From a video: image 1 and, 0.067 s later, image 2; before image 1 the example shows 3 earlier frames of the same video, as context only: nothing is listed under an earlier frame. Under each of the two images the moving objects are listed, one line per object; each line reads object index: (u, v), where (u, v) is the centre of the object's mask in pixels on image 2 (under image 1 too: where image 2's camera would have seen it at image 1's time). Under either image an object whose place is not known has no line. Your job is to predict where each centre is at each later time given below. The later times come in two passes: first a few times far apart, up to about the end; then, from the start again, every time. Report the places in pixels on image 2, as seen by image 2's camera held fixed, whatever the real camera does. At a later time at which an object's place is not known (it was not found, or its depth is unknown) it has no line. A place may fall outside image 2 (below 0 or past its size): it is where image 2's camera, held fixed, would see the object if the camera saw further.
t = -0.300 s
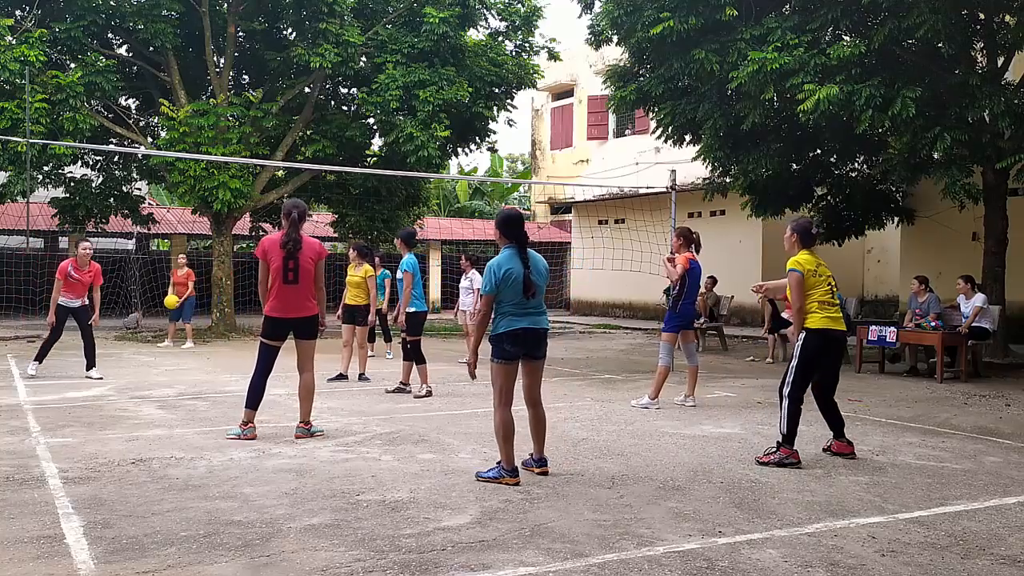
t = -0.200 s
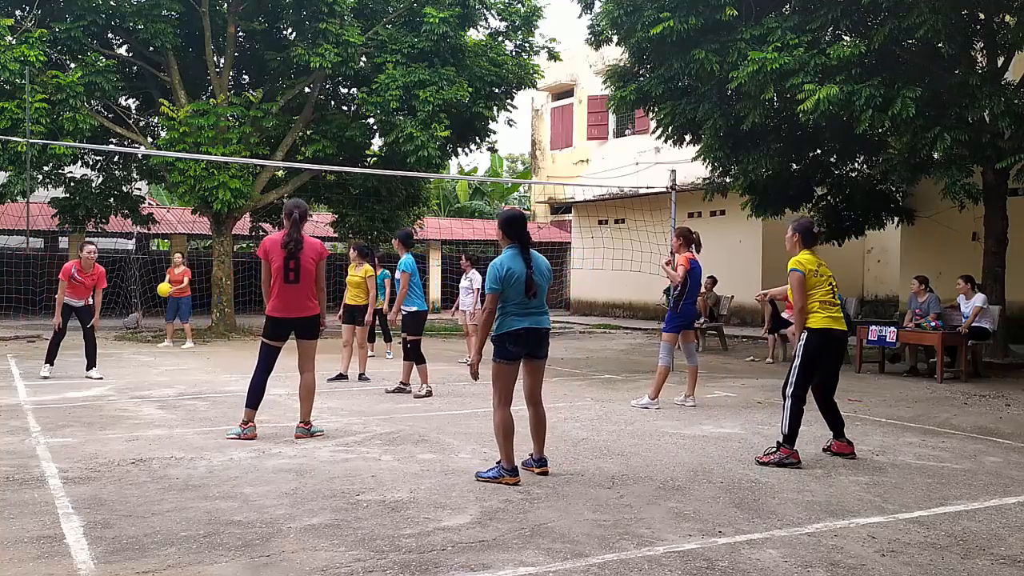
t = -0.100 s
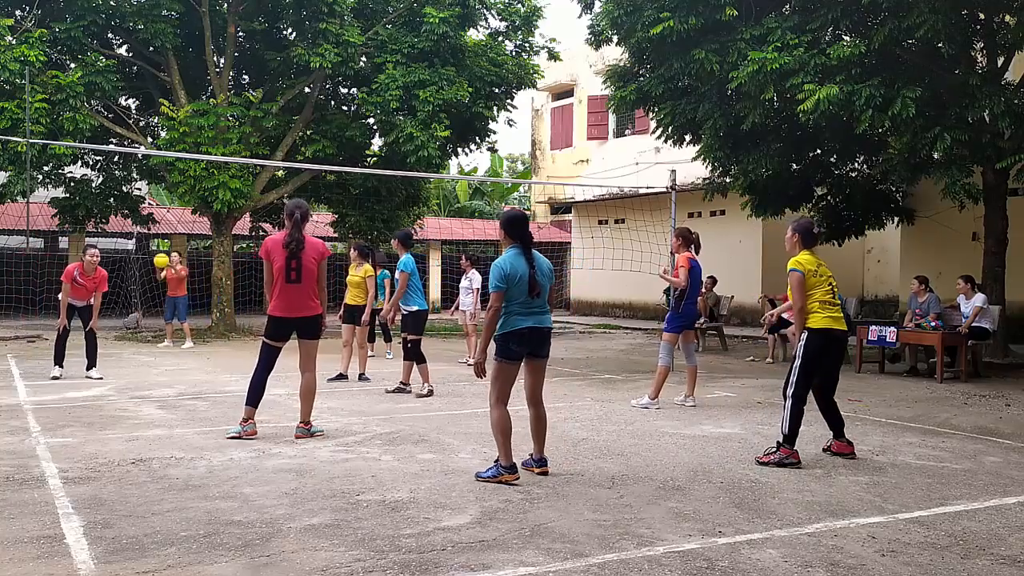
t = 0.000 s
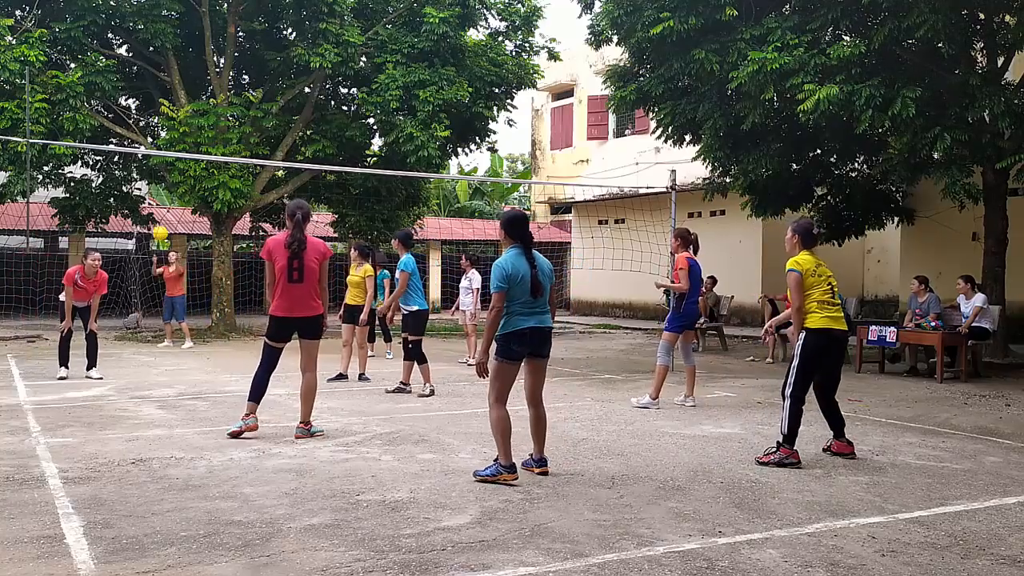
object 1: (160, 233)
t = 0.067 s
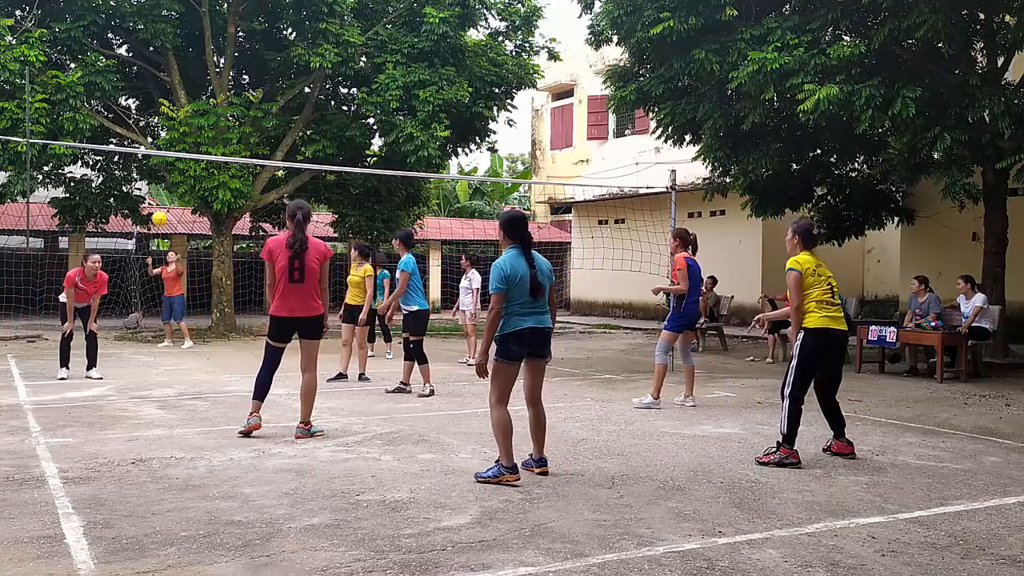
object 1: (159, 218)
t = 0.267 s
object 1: (157, 192)
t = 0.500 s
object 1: (157, 192)
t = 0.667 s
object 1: (156, 213)
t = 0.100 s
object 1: (159, 212)
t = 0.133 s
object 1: (159, 207)
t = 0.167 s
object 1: (159, 202)
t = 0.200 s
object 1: (159, 198)
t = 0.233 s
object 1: (158, 195)
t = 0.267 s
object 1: (157, 192)
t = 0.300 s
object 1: (157, 190)
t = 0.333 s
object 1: (157, 189)
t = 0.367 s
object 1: (157, 189)
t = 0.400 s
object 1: (157, 189)
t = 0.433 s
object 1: (157, 189)
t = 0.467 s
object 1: (157, 190)
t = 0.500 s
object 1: (157, 192)
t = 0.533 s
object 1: (157, 195)
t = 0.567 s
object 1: (156, 198)
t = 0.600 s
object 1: (156, 202)
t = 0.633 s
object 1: (156, 208)
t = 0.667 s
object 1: (156, 213)
